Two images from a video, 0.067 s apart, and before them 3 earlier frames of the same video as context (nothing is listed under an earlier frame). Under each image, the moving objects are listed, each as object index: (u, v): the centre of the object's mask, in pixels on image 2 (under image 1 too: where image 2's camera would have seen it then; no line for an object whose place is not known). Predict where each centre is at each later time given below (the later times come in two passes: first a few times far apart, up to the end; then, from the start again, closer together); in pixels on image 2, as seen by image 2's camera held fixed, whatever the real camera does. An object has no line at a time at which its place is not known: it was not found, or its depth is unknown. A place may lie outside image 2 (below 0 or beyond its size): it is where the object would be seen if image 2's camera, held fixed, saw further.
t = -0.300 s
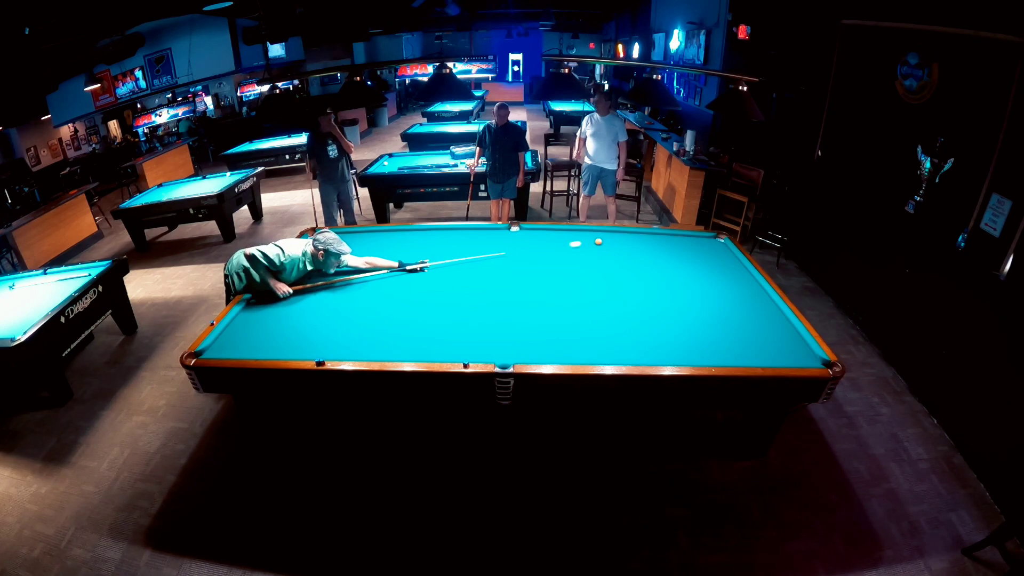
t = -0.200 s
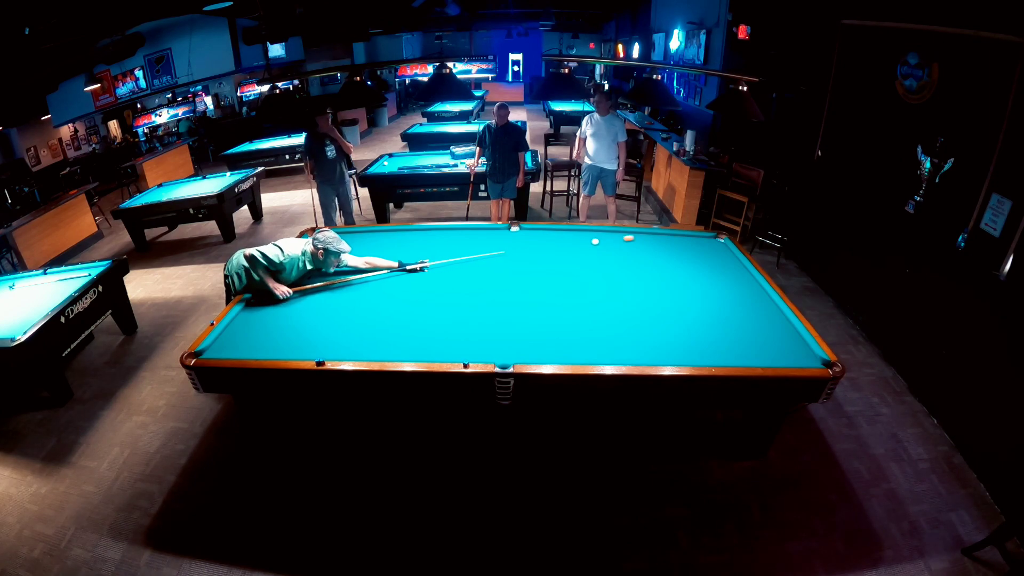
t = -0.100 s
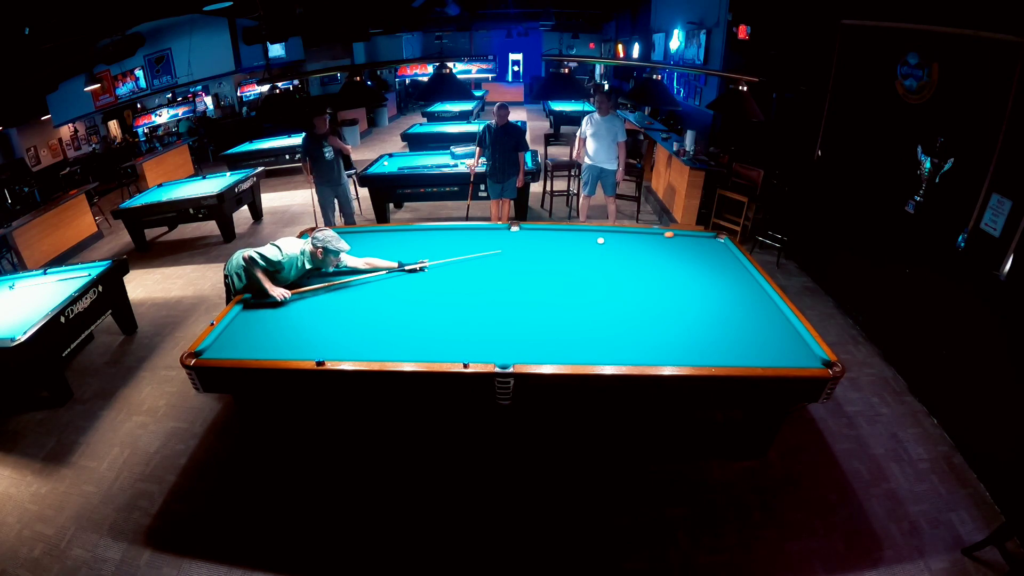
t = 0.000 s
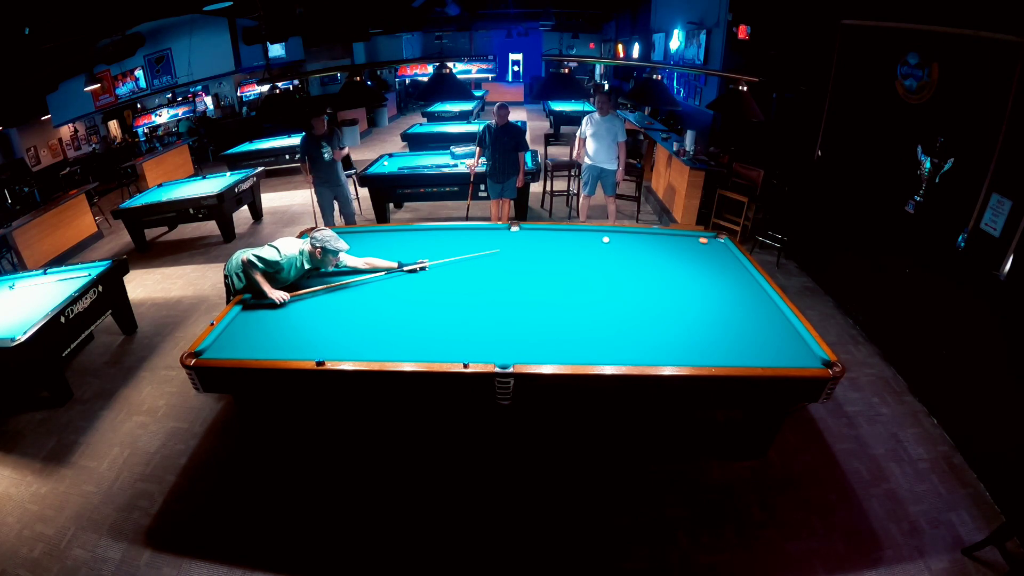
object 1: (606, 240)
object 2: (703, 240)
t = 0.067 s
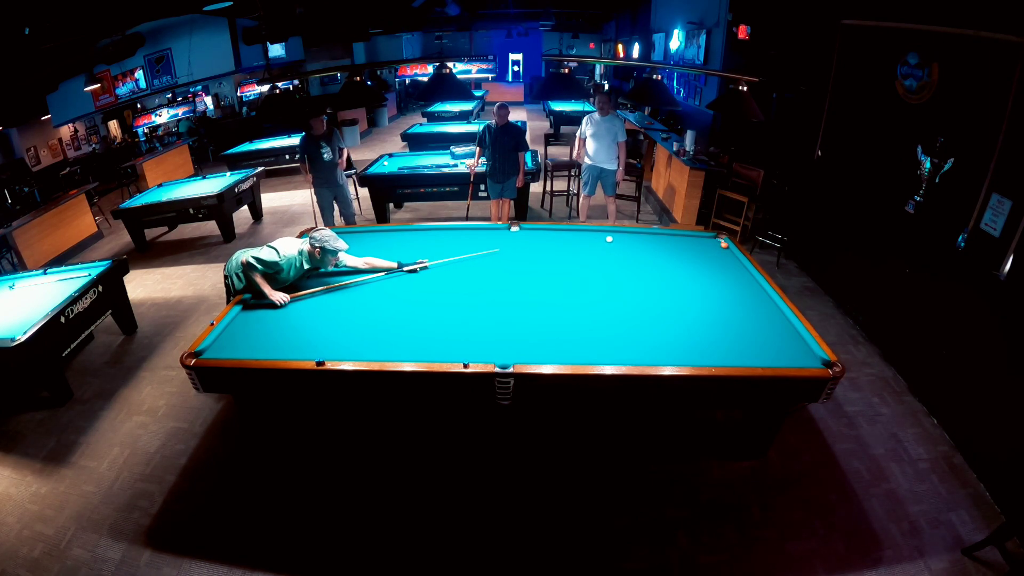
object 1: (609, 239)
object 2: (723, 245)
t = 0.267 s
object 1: (619, 237)
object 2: (689, 253)
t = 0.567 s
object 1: (632, 235)
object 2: (627, 266)
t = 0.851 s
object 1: (643, 233)
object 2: (557, 282)
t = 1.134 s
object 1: (652, 234)
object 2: (475, 302)
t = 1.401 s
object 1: (659, 236)
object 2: (389, 325)
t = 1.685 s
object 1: (666, 237)
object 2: (295, 350)
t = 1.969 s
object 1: (672, 239)
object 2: (248, 337)
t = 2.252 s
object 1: (677, 240)
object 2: (245, 321)
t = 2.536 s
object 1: (681, 240)
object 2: (290, 303)
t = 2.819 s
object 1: (684, 241)
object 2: (332, 288)
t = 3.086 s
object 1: (686, 242)
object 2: (368, 274)
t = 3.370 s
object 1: (687, 242)
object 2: (404, 262)
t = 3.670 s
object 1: (687, 242)
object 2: (438, 250)
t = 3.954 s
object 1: (687, 242)
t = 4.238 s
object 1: (687, 242)
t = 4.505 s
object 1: (687, 242)
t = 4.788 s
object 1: (687, 242)
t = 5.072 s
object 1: (687, 242)
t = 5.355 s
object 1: (687, 242)
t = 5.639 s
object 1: (687, 242)
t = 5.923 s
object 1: (687, 242)
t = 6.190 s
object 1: (687, 242)
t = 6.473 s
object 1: (687, 242)
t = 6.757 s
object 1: (687, 242)
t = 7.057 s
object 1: (687, 242)
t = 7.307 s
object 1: (687, 242)
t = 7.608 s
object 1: (687, 242)
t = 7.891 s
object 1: (687, 242)
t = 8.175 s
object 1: (687, 242)
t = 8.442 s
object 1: (687, 242)
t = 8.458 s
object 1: (687, 242)
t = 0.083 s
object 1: (610, 239)
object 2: (722, 245)
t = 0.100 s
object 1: (611, 239)
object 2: (719, 246)
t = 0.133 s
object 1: (612, 238)
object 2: (714, 248)
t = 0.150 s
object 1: (613, 238)
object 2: (710, 249)
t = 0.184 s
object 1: (615, 238)
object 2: (704, 250)
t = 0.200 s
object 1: (615, 238)
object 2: (701, 250)
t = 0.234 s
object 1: (617, 238)
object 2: (695, 251)
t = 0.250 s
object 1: (618, 237)
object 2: (692, 252)
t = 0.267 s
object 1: (619, 237)
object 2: (689, 253)
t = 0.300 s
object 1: (620, 237)
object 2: (683, 254)
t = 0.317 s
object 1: (621, 237)
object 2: (679, 255)
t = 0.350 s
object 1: (622, 237)
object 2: (673, 256)
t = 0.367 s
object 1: (623, 236)
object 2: (670, 257)
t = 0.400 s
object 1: (625, 236)
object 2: (663, 258)
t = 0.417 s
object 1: (625, 236)
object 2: (660, 259)
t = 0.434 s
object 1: (626, 236)
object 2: (656, 260)
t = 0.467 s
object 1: (628, 236)
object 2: (649, 261)
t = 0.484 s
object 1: (628, 236)
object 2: (646, 262)
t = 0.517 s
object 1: (630, 235)
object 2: (638, 264)
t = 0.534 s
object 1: (630, 235)
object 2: (635, 264)
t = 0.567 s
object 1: (632, 235)
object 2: (627, 266)
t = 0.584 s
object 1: (632, 235)
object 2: (623, 267)
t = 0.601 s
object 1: (633, 235)
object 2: (619, 268)
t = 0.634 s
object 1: (634, 234)
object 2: (612, 270)
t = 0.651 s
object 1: (635, 234)
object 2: (608, 270)
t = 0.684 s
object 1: (636, 234)
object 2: (600, 272)
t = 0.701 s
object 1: (637, 234)
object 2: (596, 273)
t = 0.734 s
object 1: (639, 234)
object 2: (587, 275)
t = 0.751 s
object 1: (639, 234)
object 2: (583, 276)
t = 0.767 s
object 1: (640, 234)
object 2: (579, 277)
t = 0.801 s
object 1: (641, 233)
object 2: (570, 279)
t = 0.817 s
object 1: (642, 233)
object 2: (566, 280)
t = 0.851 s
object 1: (643, 233)
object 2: (557, 282)
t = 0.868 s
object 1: (644, 233)
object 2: (552, 283)
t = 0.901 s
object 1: (645, 233)
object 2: (543, 286)
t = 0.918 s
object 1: (645, 233)
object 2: (538, 286)
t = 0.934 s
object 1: (646, 233)
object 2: (534, 287)
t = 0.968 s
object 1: (647, 234)
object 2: (524, 290)
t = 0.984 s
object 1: (647, 234)
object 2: (520, 291)
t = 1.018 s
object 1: (648, 234)
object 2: (510, 293)
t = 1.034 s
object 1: (649, 234)
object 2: (505, 295)
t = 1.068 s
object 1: (650, 234)
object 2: (495, 297)
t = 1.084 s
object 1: (650, 234)
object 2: (490, 298)
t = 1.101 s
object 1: (651, 234)
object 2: (485, 300)
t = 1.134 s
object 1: (652, 234)
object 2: (475, 302)
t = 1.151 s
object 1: (652, 235)
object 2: (469, 304)
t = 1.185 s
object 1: (653, 235)
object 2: (459, 306)
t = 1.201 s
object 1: (654, 235)
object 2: (454, 307)
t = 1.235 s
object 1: (655, 235)
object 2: (443, 310)
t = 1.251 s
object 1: (655, 235)
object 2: (438, 312)
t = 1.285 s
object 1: (656, 236)
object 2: (427, 314)
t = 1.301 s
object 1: (657, 236)
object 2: (422, 316)
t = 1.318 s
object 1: (657, 236)
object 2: (416, 318)
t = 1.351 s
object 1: (658, 236)
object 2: (406, 320)
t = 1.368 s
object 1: (658, 236)
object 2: (400, 322)
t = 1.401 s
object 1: (659, 236)
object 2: (389, 325)
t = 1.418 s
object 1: (660, 236)
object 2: (384, 326)
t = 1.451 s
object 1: (661, 236)
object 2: (373, 329)
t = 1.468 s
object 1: (661, 236)
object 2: (367, 330)
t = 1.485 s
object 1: (661, 237)
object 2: (362, 332)
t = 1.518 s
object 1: (662, 237)
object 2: (350, 335)
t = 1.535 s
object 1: (663, 237)
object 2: (345, 337)
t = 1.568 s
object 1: (664, 237)
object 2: (334, 340)
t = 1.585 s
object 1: (664, 237)
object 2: (328, 341)
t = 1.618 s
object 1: (665, 237)
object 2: (317, 345)
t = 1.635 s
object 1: (665, 237)
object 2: (311, 346)
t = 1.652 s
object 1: (665, 237)
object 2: (306, 348)
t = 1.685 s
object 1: (666, 237)
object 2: (295, 350)
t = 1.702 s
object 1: (667, 238)
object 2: (289, 351)
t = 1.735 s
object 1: (667, 238)
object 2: (283, 350)
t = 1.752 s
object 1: (668, 238)
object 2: (280, 349)
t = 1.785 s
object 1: (668, 238)
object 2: (275, 348)
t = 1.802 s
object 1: (669, 238)
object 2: (273, 346)
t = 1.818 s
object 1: (669, 238)
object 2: (270, 345)
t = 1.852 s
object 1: (670, 238)
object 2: (265, 344)
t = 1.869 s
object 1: (670, 238)
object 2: (263, 343)
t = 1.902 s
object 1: (671, 238)
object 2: (257, 340)
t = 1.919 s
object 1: (671, 239)
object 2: (255, 340)
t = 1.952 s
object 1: (672, 239)
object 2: (250, 338)
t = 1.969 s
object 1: (672, 239)
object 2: (248, 337)
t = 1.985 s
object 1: (673, 239)
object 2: (246, 336)
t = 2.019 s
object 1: (673, 239)
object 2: (242, 334)
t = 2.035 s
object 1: (673, 239)
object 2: (239, 333)
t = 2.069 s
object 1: (674, 239)
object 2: (235, 332)
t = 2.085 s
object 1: (674, 239)
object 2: (233, 331)
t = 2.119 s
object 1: (675, 239)
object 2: (229, 330)
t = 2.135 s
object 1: (675, 240)
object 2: (227, 329)
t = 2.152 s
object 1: (675, 240)
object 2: (227, 328)
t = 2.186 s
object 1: (676, 240)
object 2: (233, 325)
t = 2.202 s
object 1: (676, 240)
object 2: (236, 324)
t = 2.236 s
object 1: (677, 240)
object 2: (242, 322)
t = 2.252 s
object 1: (677, 240)
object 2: (245, 321)
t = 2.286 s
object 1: (677, 240)
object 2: (250, 319)
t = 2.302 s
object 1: (678, 240)
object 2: (253, 318)
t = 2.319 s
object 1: (678, 240)
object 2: (256, 316)
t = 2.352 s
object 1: (678, 240)
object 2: (261, 315)
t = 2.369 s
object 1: (679, 240)
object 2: (264, 314)
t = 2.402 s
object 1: (679, 240)
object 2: (269, 312)
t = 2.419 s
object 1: (679, 240)
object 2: (272, 310)
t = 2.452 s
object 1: (680, 240)
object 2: (277, 309)
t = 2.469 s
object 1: (680, 240)
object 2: (279, 307)
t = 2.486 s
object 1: (680, 240)
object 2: (282, 306)
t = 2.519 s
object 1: (681, 240)
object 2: (287, 304)
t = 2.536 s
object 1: (681, 240)
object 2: (290, 303)
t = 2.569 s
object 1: (681, 241)
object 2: (295, 301)
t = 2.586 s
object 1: (682, 241)
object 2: (297, 300)
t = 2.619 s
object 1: (682, 241)
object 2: (302, 299)
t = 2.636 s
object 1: (682, 241)
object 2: (305, 298)
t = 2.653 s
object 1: (682, 241)
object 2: (307, 297)
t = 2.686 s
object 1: (683, 241)
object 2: (312, 295)
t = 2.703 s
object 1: (683, 241)
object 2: (315, 294)
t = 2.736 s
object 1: (683, 241)
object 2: (320, 292)
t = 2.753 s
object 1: (683, 241)
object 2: (322, 291)
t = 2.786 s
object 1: (684, 241)
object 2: (327, 289)
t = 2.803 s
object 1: (684, 241)
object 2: (329, 289)
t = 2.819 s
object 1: (684, 241)
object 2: (332, 288)
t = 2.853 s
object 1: (684, 241)
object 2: (336, 286)
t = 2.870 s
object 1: (684, 241)
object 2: (339, 285)
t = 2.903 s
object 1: (685, 241)
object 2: (343, 283)
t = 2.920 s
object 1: (685, 241)
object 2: (346, 282)
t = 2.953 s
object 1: (685, 241)
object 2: (350, 281)
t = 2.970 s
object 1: (685, 241)
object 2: (352, 280)
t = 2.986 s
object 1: (685, 241)
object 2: (355, 279)
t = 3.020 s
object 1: (686, 241)
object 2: (359, 278)
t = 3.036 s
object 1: (686, 242)
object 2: (362, 277)
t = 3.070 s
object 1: (686, 242)
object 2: (366, 275)
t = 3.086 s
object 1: (686, 242)
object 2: (368, 274)
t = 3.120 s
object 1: (686, 242)
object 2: (373, 273)
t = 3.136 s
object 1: (686, 242)
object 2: (375, 272)
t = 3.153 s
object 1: (686, 242)
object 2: (377, 271)
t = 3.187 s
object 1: (686, 242)
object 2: (381, 270)
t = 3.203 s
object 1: (686, 242)
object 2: (383, 269)
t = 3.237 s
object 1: (687, 242)
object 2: (388, 267)
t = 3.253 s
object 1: (687, 242)
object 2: (390, 267)
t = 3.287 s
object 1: (687, 242)
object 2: (394, 265)
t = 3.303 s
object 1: (687, 242)
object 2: (396, 265)
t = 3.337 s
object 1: (687, 242)
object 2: (400, 263)
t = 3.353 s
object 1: (687, 242)
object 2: (402, 262)
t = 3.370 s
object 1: (687, 242)
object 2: (404, 262)
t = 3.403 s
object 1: (687, 242)
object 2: (408, 260)
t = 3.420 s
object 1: (687, 242)
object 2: (410, 260)
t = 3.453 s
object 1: (687, 242)
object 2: (414, 258)
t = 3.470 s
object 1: (687, 242)
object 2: (416, 258)
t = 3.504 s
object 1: (687, 242)
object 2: (420, 256)
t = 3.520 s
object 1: (687, 242)
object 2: (422, 256)
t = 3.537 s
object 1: (687, 242)
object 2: (424, 255)
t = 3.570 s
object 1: (687, 242)
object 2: (427, 254)
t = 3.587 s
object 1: (687, 242)
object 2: (429, 253)
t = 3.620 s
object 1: (687, 242)
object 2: (433, 252)
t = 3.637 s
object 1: (687, 242)
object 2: (435, 251)
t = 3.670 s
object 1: (687, 242)
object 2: (438, 250)
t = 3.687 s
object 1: (687, 242)
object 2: (440, 250)
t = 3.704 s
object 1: (687, 242)
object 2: (442, 249)
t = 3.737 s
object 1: (687, 242)
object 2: (446, 248)
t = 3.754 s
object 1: (687, 242)
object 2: (448, 247)
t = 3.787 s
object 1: (687, 242)
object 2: (451, 246)
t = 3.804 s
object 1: (687, 242)
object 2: (453, 246)
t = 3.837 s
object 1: (687, 242)
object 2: (456, 244)
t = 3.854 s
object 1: (687, 242)
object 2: (457, 244)
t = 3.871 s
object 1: (687, 242)
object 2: (459, 243)
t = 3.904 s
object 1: (687, 242)
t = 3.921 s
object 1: (687, 242)
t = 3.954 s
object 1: (687, 242)
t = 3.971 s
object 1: (687, 242)
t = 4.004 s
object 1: (687, 242)
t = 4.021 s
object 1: (687, 242)
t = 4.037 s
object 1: (687, 242)
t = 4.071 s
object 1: (687, 242)
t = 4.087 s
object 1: (687, 242)
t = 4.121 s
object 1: (687, 242)
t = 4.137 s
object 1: (687, 242)
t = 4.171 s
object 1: (687, 242)
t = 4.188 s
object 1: (687, 242)
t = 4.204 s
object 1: (687, 242)
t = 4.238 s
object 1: (687, 242)
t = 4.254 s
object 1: (687, 242)
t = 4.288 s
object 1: (687, 242)
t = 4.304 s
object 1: (687, 242)
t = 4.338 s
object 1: (687, 242)
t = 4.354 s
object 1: (687, 242)
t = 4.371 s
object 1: (687, 242)
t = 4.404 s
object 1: (687, 242)
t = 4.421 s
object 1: (687, 242)
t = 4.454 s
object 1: (687, 242)
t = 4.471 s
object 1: (687, 242)
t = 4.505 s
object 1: (687, 242)
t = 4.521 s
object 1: (687, 242)
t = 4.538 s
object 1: (687, 242)
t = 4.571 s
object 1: (687, 242)
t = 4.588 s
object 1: (687, 242)
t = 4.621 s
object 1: (687, 242)
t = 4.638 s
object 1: (687, 242)
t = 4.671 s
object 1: (687, 242)
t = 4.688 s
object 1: (687, 242)
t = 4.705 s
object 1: (687, 242)
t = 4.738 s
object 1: (687, 242)
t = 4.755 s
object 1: (687, 242)
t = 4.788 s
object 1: (687, 242)
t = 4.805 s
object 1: (687, 242)
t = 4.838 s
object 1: (687, 242)
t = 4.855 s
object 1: (687, 242)
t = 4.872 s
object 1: (687, 242)
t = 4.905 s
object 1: (687, 242)
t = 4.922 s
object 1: (687, 242)
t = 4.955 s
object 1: (687, 242)
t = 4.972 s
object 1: (687, 242)
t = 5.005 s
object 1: (687, 242)
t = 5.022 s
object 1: (687, 242)
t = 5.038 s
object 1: (687, 242)
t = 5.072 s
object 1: (687, 242)
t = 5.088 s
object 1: (688, 242)
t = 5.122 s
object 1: (687, 242)
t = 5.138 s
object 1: (687, 242)
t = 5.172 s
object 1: (687, 242)
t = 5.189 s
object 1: (687, 242)
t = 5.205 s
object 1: (687, 242)
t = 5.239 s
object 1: (687, 242)
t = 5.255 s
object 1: (687, 242)
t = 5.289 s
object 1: (687, 242)
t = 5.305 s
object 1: (687, 242)
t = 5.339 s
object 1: (687, 242)
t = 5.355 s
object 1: (687, 242)
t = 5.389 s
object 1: (687, 242)
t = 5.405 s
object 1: (687, 242)
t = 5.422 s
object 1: (687, 242)
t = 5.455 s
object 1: (687, 242)
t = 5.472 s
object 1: (687, 242)
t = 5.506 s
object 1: (687, 242)
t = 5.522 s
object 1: (687, 242)
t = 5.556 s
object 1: (687, 242)
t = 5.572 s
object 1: (687, 242)
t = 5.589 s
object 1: (687, 242)
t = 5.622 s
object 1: (687, 242)
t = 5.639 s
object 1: (687, 242)
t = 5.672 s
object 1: (687, 242)
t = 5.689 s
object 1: (687, 242)
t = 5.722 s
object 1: (687, 242)
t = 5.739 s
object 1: (687, 242)
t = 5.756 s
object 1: (687, 242)
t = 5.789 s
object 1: (687, 242)
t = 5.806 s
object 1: (687, 242)
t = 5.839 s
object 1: (687, 242)
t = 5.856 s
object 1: (688, 242)
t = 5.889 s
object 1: (688, 242)
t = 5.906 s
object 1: (687, 242)
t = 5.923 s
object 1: (687, 242)
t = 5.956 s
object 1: (687, 242)
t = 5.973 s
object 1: (687, 242)
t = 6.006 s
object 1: (687, 242)
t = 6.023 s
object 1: (687, 242)
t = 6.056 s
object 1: (687, 242)
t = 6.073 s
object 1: (687, 242)
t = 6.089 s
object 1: (687, 242)
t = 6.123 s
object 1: (687, 242)
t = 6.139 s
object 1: (687, 242)
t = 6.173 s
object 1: (687, 242)
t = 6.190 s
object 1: (687, 242)
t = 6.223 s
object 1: (687, 242)
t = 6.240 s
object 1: (687, 242)
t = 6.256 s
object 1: (687, 242)
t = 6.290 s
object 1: (687, 242)
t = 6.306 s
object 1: (687, 242)
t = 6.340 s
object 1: (687, 242)
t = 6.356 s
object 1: (687, 242)
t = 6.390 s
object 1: (687, 242)
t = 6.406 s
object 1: (687, 242)
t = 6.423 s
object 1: (687, 242)
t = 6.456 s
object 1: (687, 242)
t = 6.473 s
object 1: (687, 242)
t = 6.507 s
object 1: (687, 242)
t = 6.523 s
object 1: (687, 242)
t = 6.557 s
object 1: (687, 242)
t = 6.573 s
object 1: (687, 242)
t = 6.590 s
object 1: (687, 242)
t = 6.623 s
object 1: (687, 242)
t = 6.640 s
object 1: (687, 242)
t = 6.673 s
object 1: (687, 242)
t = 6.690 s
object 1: (687, 242)
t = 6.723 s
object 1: (687, 242)
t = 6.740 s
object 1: (687, 242)
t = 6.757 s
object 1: (687, 242)
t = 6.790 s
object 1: (687, 242)
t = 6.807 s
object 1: (687, 242)
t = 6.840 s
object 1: (687, 242)
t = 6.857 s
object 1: (687, 242)
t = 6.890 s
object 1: (687, 242)
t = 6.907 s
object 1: (687, 242)
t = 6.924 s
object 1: (687, 242)
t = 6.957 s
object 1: (687, 242)
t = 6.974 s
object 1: (687, 242)
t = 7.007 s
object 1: (687, 242)
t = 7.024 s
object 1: (687, 242)
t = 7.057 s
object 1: (687, 242)
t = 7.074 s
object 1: (687, 242)
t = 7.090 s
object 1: (687, 242)
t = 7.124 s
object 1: (687, 242)
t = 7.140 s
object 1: (687, 242)
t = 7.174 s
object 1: (687, 242)
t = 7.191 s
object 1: (687, 242)
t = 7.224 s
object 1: (687, 242)
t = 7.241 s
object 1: (687, 242)
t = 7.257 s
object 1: (687, 242)
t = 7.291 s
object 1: (687, 242)
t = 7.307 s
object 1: (687, 242)
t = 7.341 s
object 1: (687, 242)
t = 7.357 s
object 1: (687, 242)
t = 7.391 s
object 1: (687, 242)
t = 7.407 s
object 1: (687, 242)
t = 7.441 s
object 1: (688, 242)
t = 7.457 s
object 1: (687, 242)
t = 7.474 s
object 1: (687, 242)
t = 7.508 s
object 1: (687, 242)
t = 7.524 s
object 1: (687, 242)
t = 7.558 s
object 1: (687, 242)
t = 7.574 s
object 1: (687, 242)
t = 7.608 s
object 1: (687, 242)
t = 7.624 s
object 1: (687, 242)
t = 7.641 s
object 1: (687, 242)
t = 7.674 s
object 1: (687, 242)
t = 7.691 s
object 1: (687, 242)
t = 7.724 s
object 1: (687, 242)
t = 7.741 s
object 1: (687, 242)
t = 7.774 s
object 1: (687, 242)
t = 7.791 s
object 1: (687, 242)
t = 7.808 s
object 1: (687, 242)
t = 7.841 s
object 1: (687, 242)
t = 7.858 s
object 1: (687, 242)
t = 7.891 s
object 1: (687, 242)
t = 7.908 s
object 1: (687, 242)
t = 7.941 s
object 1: (687, 242)
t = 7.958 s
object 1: (687, 242)
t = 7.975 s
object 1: (687, 242)
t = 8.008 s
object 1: (687, 242)
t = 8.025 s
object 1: (687, 242)
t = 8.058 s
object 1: (687, 242)
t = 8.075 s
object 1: (687, 242)
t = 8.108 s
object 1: (687, 242)
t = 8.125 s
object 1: (687, 242)
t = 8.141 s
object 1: (687, 242)
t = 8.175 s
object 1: (687, 242)
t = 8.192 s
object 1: (687, 242)
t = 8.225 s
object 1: (687, 242)
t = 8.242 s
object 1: (687, 242)
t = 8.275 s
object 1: (687, 242)
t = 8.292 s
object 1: (687, 242)
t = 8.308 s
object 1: (687, 242)
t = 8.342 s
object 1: (687, 242)
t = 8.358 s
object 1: (687, 242)
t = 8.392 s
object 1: (687, 242)
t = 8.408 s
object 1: (687, 242)
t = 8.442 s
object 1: (687, 242)
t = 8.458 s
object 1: (687, 242)
